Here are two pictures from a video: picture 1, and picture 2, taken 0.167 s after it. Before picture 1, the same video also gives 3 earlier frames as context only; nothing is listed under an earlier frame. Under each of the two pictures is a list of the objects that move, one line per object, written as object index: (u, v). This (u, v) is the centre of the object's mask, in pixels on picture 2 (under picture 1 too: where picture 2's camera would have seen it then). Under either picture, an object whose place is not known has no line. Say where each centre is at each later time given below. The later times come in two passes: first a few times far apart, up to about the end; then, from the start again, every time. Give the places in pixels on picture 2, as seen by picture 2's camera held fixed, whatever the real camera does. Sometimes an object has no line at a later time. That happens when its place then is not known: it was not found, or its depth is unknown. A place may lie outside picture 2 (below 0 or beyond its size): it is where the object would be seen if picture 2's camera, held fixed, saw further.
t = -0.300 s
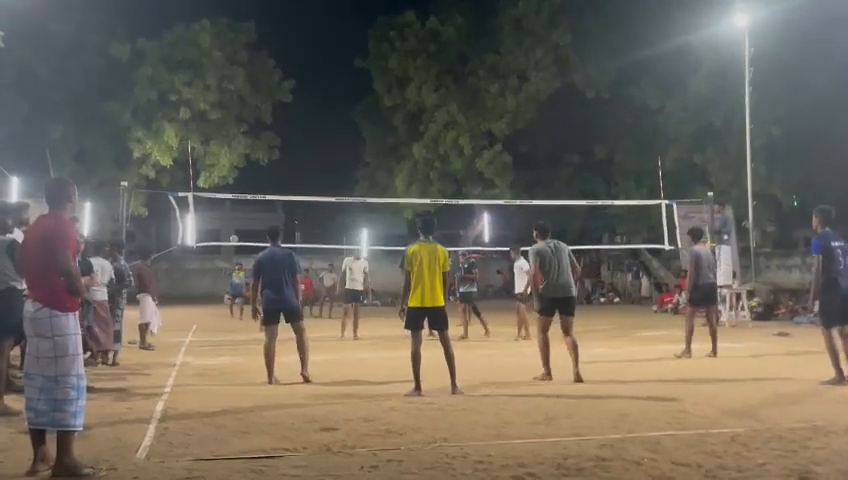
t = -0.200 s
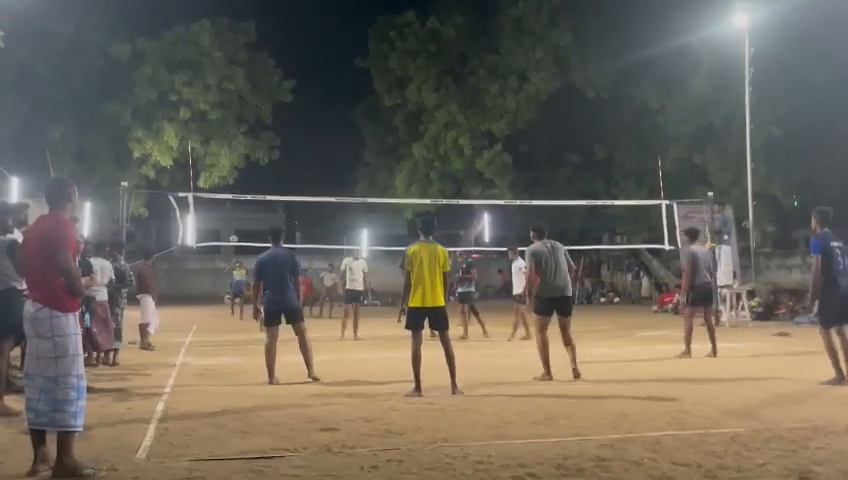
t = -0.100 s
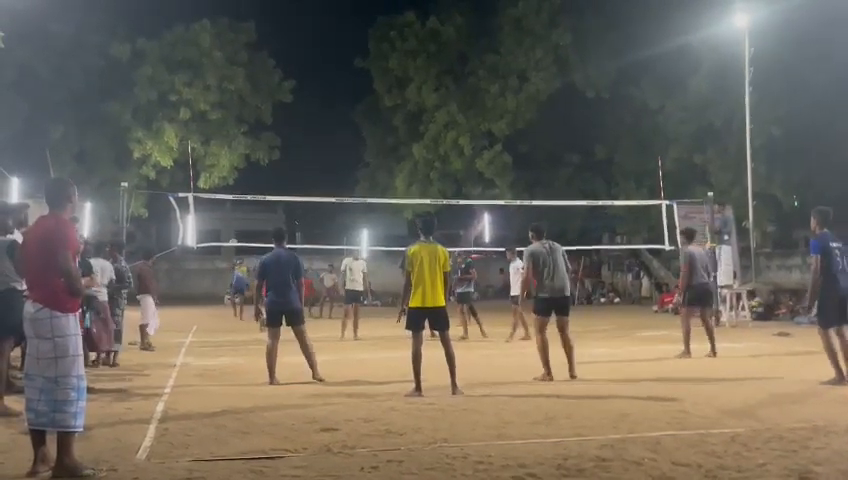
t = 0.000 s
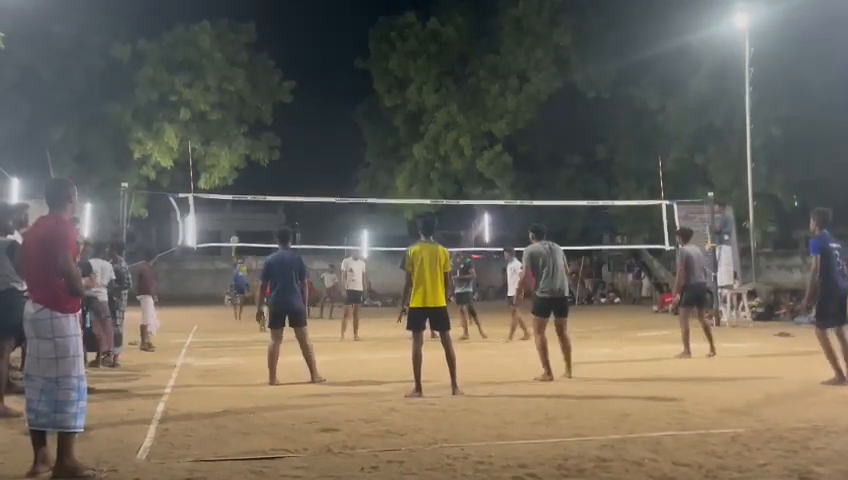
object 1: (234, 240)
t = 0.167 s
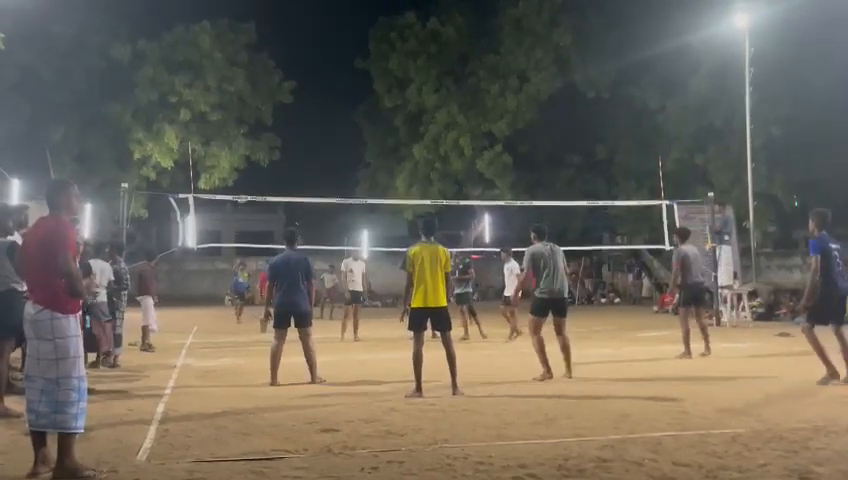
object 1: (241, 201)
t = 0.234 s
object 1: (245, 183)
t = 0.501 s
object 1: (261, 132)
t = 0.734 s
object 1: (281, 107)
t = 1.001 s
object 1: (306, 110)
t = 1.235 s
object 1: (342, 158)
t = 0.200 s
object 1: (243, 191)
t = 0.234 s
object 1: (245, 183)
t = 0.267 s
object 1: (246, 176)
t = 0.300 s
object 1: (248, 169)
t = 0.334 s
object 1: (250, 162)
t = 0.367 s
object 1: (252, 156)
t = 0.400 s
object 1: (254, 150)
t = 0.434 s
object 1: (257, 144)
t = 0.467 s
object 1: (259, 138)
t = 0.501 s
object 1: (261, 132)
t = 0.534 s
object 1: (264, 128)
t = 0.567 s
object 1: (267, 123)
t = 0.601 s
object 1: (269, 119)
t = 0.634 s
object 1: (272, 115)
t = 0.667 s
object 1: (275, 111)
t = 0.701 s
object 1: (278, 109)
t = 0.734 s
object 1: (281, 107)
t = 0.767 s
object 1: (284, 105)
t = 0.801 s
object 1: (287, 103)
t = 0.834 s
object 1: (290, 103)
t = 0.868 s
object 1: (293, 103)
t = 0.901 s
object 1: (296, 104)
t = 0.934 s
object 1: (300, 105)
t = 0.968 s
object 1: (303, 107)
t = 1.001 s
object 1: (306, 110)
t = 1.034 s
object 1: (310, 114)
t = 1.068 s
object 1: (315, 119)
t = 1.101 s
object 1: (320, 124)
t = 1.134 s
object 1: (325, 131)
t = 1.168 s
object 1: (330, 139)
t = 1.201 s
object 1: (336, 148)
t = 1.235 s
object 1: (342, 158)
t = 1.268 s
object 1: (349, 169)
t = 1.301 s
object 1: (355, 181)
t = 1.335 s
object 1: (362, 194)
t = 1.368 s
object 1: (370, 210)
